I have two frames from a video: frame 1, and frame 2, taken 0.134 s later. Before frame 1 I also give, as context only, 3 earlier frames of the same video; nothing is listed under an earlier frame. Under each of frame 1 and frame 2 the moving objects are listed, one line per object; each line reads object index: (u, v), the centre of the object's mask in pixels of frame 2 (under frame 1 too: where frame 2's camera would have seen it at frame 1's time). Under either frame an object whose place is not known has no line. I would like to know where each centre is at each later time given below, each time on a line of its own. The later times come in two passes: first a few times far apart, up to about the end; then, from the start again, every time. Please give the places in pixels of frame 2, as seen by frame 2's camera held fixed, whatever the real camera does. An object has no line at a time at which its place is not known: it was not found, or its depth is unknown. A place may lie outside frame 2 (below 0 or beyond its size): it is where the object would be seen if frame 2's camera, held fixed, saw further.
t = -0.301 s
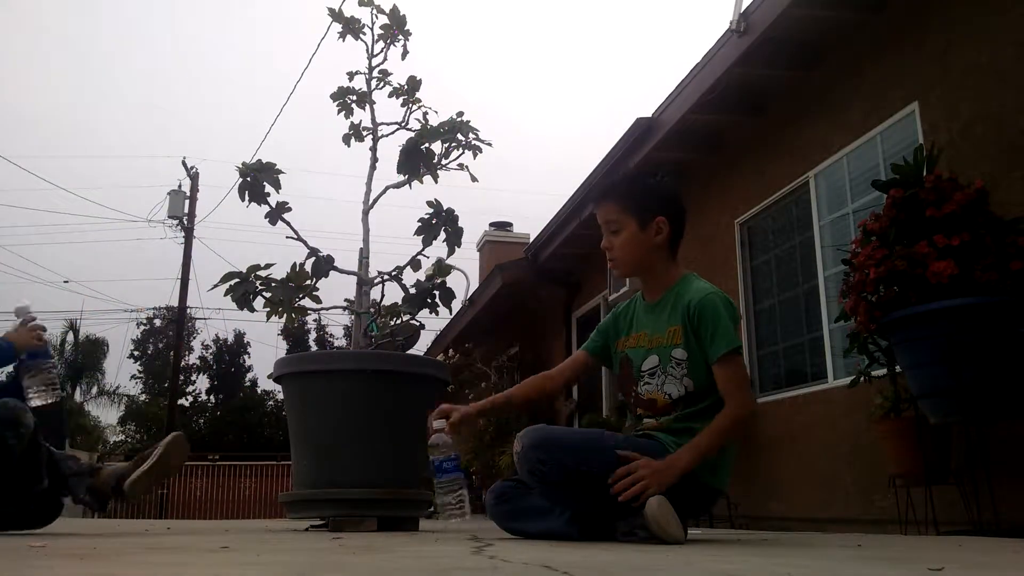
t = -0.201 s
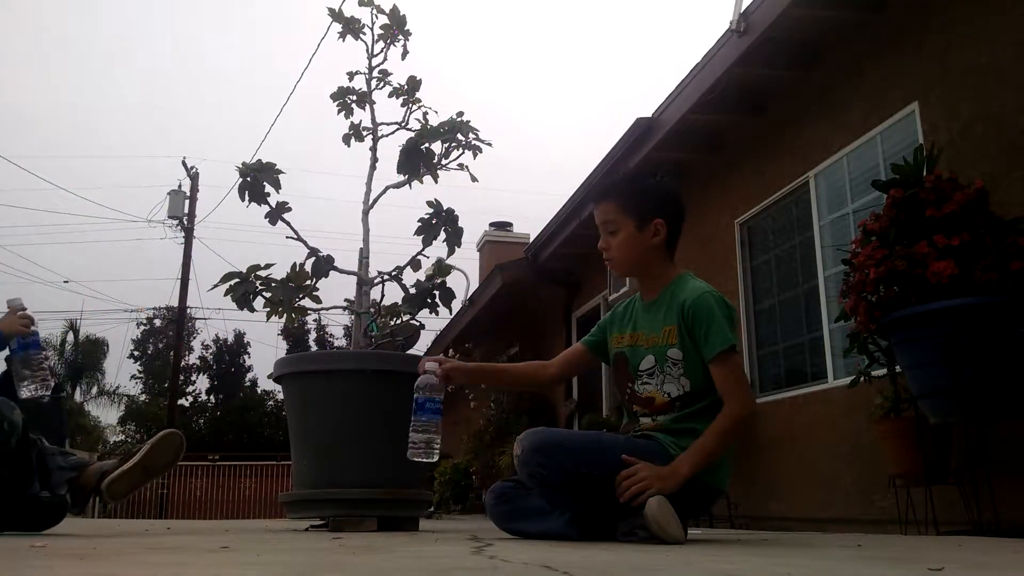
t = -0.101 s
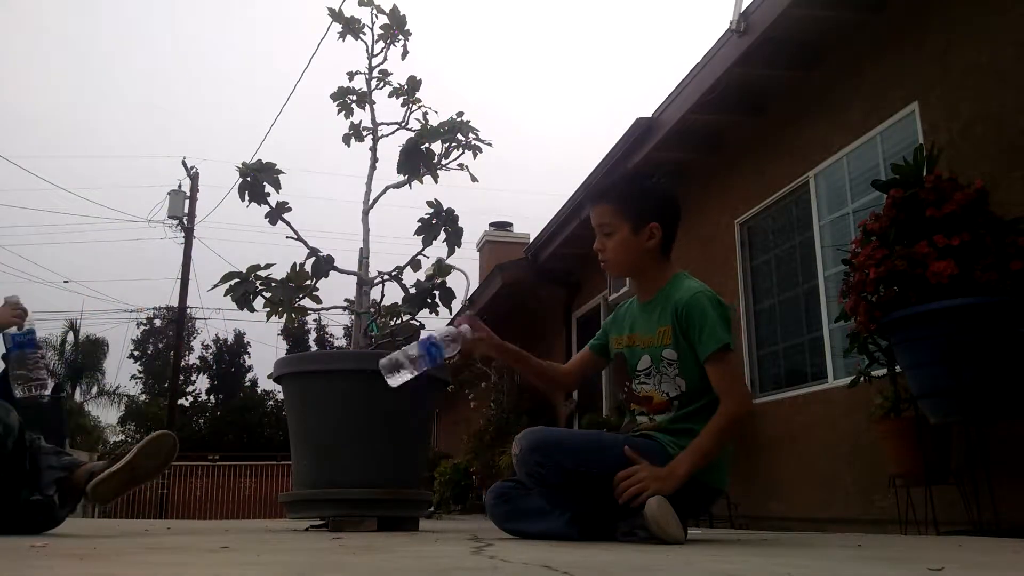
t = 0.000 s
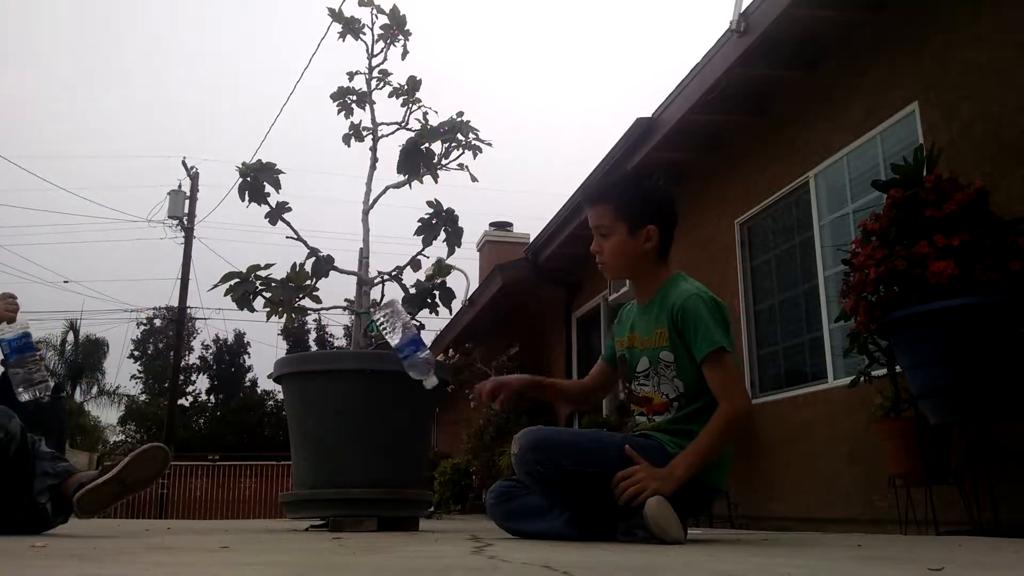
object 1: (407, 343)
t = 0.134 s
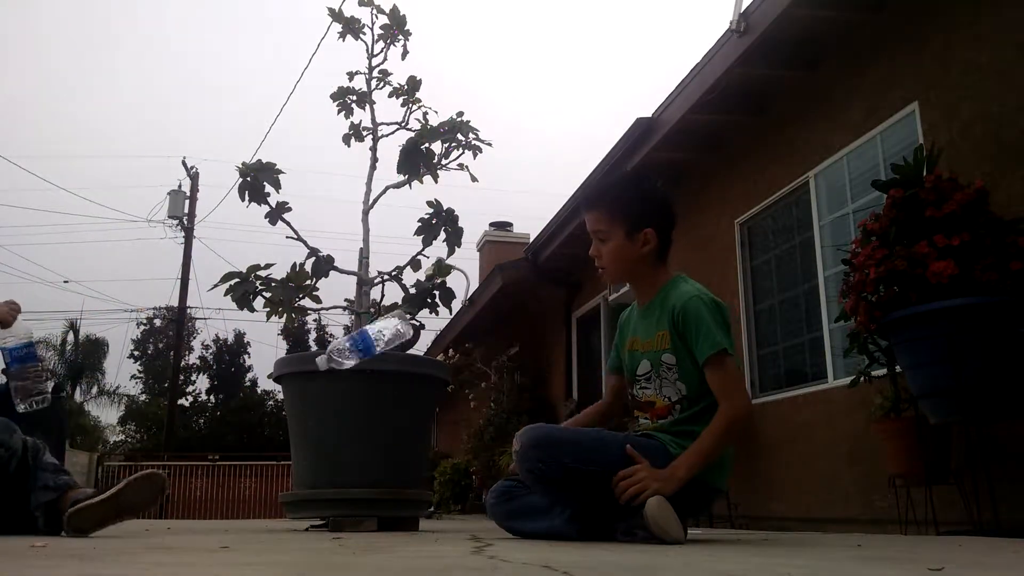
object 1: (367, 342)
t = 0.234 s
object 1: (356, 398)
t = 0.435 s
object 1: (330, 521)
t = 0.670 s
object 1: (328, 523)
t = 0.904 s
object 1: (328, 523)
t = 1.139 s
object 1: (327, 523)
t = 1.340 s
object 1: (327, 523)
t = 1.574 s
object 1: (327, 523)
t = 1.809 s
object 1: (326, 523)
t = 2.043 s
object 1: (327, 523)
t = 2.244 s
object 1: (327, 523)
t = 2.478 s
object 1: (327, 523)
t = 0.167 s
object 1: (363, 354)
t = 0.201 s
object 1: (360, 373)
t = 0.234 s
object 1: (356, 398)
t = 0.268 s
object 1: (351, 430)
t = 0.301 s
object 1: (346, 469)
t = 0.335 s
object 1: (339, 509)
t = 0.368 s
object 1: (335, 522)
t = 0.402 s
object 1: (331, 522)
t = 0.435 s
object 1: (330, 521)
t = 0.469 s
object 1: (329, 523)
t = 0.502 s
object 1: (328, 523)
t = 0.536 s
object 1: (327, 523)
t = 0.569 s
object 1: (328, 523)
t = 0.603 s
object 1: (328, 523)
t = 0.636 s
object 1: (328, 523)
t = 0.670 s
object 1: (328, 523)
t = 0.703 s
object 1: (328, 523)
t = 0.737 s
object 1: (328, 523)
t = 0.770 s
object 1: (328, 523)
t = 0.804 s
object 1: (328, 523)
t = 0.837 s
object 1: (328, 523)
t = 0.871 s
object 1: (328, 523)
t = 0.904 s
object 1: (328, 523)
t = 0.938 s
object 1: (327, 523)
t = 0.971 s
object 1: (327, 523)
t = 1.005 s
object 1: (327, 523)
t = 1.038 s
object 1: (327, 523)
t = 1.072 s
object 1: (327, 523)
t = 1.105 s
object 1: (327, 523)
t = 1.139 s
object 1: (327, 523)
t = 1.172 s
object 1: (327, 523)
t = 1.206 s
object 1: (327, 523)
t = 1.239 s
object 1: (328, 523)
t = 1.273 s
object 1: (327, 523)
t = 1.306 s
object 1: (327, 523)
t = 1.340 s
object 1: (327, 523)
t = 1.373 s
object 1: (327, 523)
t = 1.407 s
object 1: (327, 523)
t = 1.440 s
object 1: (327, 523)
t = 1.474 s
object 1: (327, 523)
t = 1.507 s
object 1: (327, 523)
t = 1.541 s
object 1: (327, 523)
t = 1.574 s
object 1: (327, 523)
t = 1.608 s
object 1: (327, 523)
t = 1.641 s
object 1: (327, 523)
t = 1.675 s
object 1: (327, 523)
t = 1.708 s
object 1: (326, 523)
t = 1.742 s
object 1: (327, 523)
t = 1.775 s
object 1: (326, 523)
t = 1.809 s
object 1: (326, 523)
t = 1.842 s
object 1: (327, 523)
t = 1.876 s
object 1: (327, 523)
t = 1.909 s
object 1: (327, 523)
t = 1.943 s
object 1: (326, 523)
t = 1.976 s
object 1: (327, 523)
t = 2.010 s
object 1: (327, 523)
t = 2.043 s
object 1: (327, 523)
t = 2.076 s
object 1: (326, 523)
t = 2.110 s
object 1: (327, 523)
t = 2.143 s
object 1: (327, 523)
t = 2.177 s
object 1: (327, 523)
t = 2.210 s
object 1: (327, 523)
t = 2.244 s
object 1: (327, 523)
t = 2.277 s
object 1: (327, 523)
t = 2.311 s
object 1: (327, 523)
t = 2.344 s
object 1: (327, 523)
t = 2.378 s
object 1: (327, 523)
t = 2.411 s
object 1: (327, 523)
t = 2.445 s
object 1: (327, 523)
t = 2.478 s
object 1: (327, 523)
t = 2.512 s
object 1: (327, 523)
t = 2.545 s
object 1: (327, 523)
